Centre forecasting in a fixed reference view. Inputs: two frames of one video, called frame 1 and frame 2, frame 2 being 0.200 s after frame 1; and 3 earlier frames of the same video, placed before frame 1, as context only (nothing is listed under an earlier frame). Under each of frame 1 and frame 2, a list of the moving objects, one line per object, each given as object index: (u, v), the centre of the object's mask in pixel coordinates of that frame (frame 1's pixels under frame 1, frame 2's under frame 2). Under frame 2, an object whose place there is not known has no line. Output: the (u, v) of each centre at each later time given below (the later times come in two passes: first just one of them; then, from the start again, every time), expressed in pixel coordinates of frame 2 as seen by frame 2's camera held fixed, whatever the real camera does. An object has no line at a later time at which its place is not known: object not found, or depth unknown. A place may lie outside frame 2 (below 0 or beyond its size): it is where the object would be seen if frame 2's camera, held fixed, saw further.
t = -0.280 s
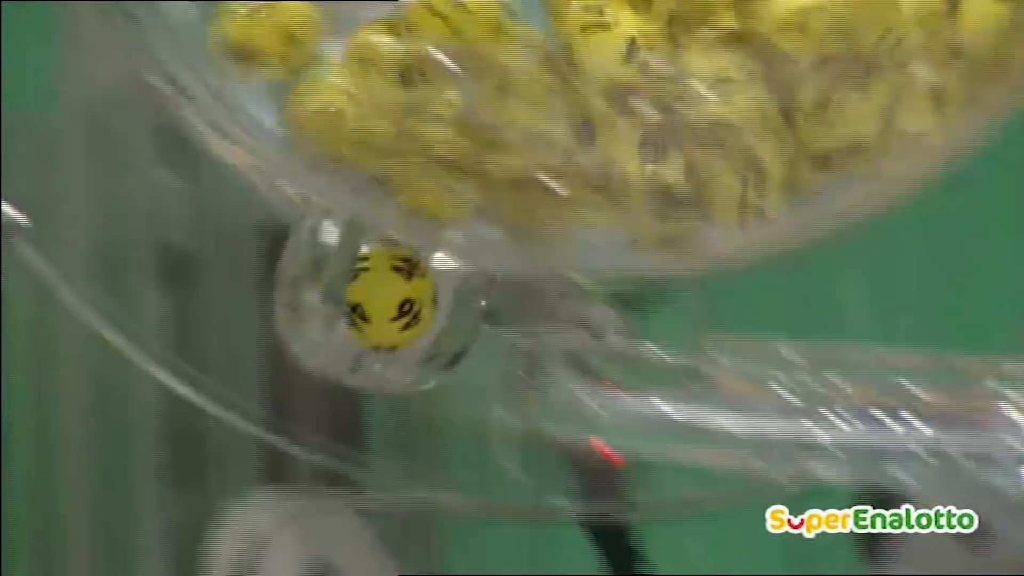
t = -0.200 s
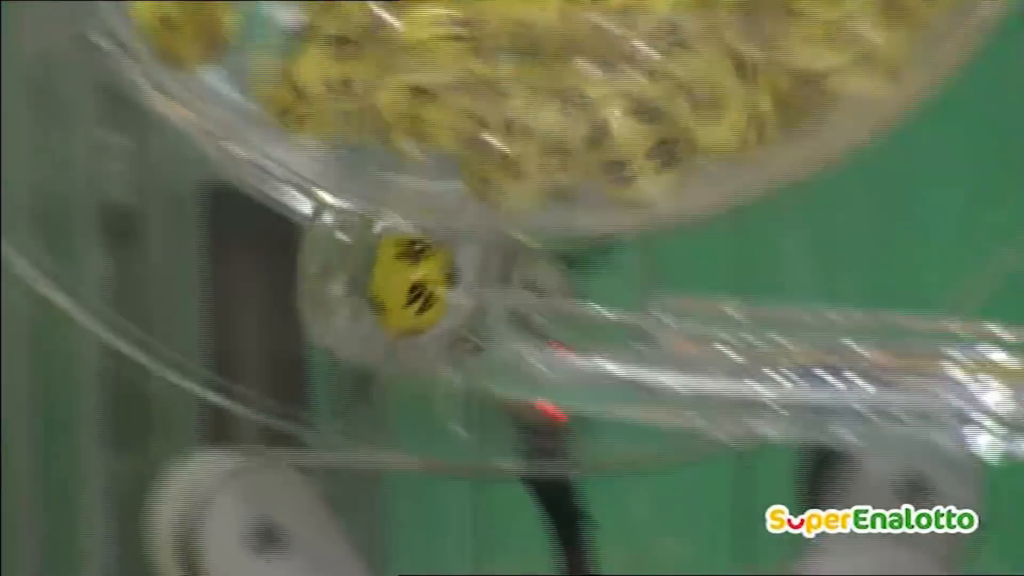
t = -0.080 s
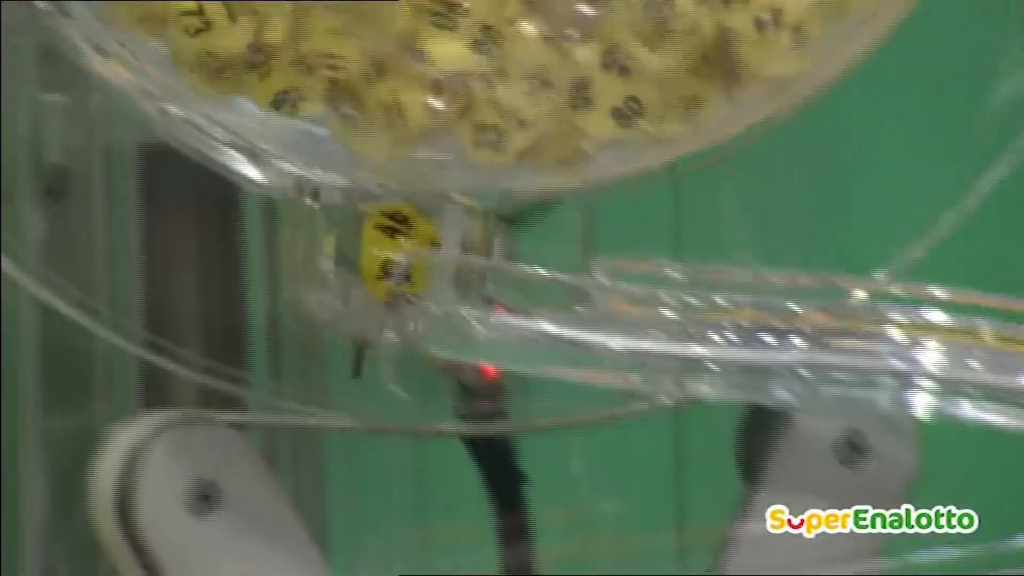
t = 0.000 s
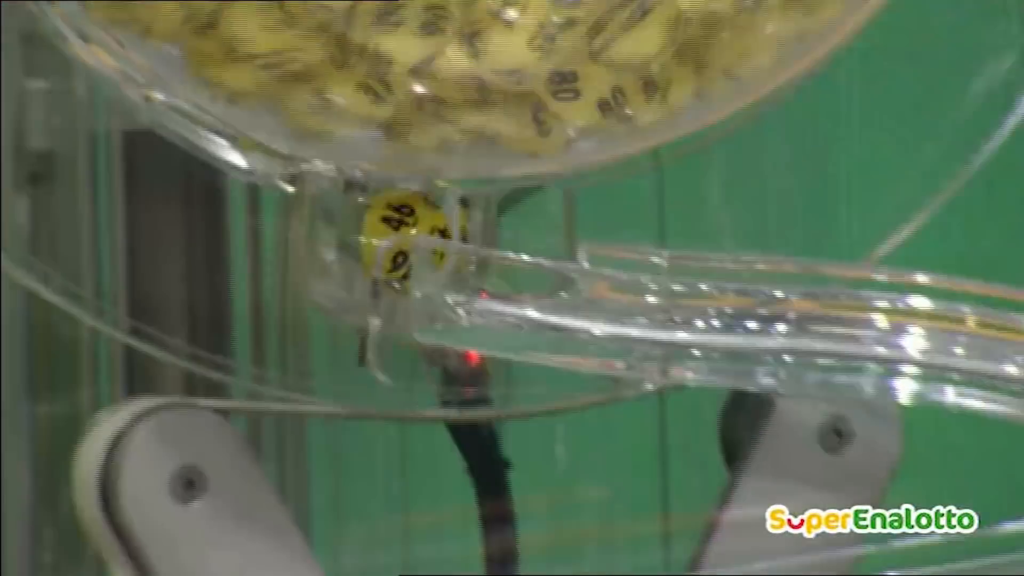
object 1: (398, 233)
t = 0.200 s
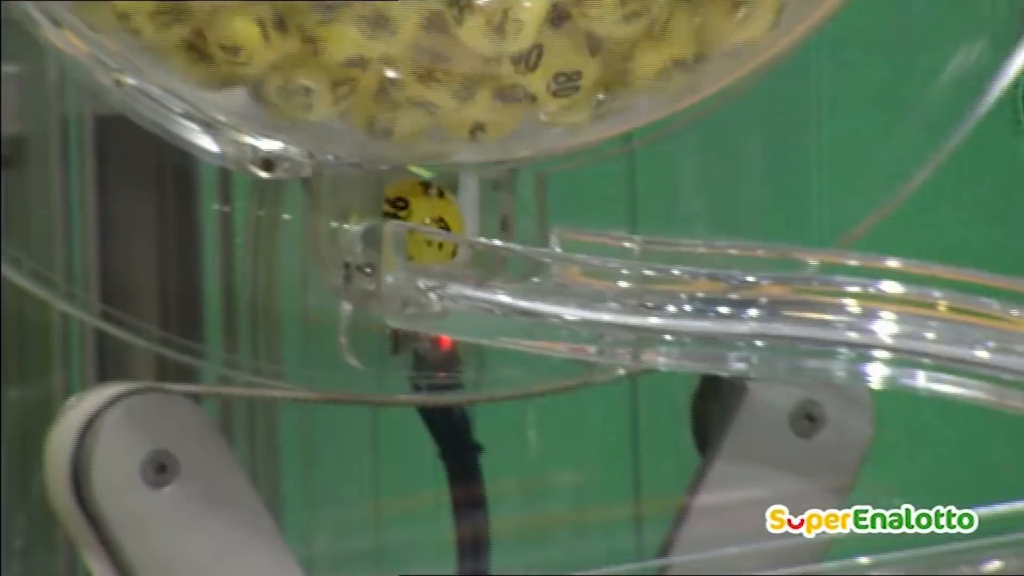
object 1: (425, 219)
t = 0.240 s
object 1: (433, 221)
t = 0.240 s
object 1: (433, 221)
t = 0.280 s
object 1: (444, 224)
